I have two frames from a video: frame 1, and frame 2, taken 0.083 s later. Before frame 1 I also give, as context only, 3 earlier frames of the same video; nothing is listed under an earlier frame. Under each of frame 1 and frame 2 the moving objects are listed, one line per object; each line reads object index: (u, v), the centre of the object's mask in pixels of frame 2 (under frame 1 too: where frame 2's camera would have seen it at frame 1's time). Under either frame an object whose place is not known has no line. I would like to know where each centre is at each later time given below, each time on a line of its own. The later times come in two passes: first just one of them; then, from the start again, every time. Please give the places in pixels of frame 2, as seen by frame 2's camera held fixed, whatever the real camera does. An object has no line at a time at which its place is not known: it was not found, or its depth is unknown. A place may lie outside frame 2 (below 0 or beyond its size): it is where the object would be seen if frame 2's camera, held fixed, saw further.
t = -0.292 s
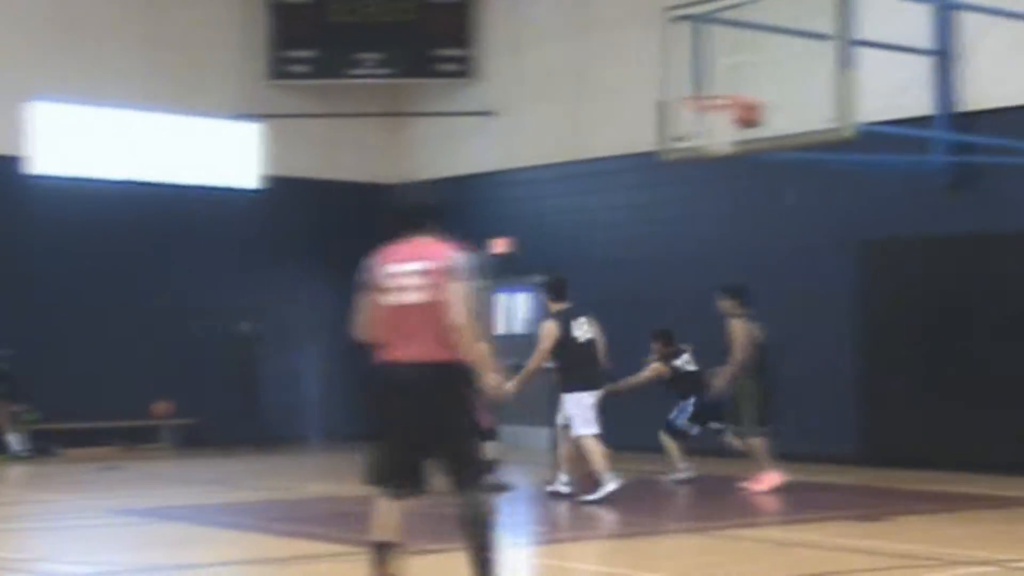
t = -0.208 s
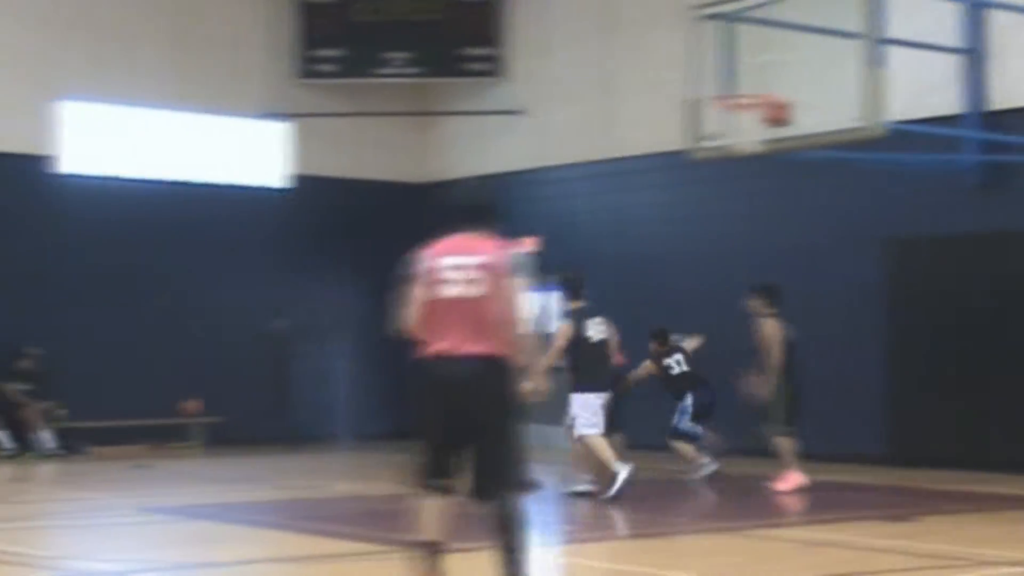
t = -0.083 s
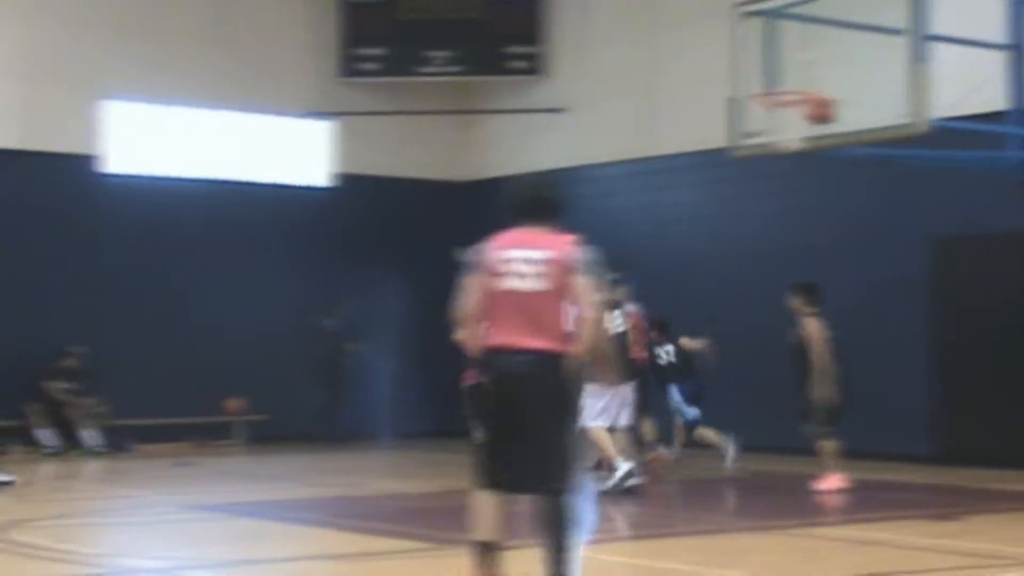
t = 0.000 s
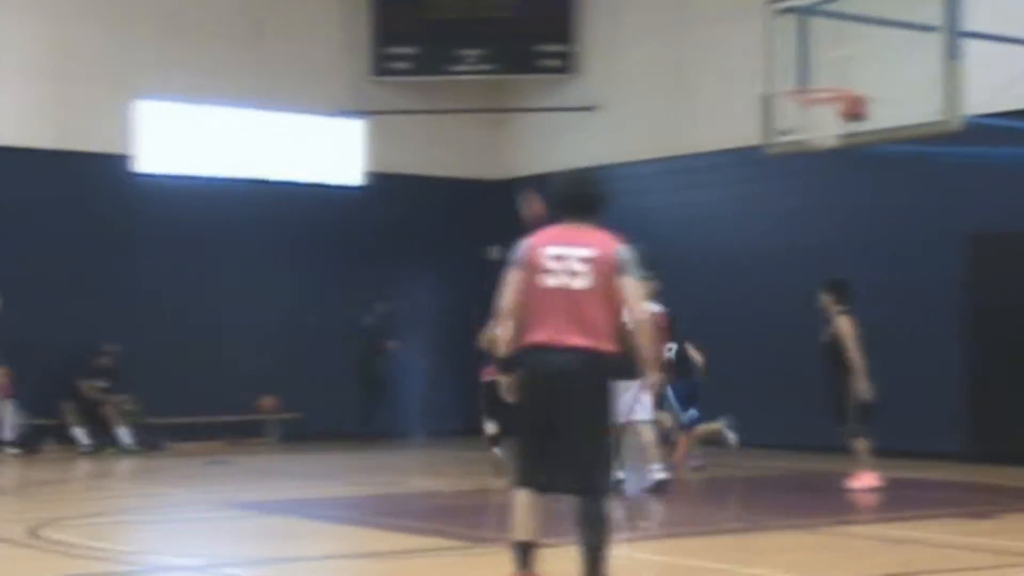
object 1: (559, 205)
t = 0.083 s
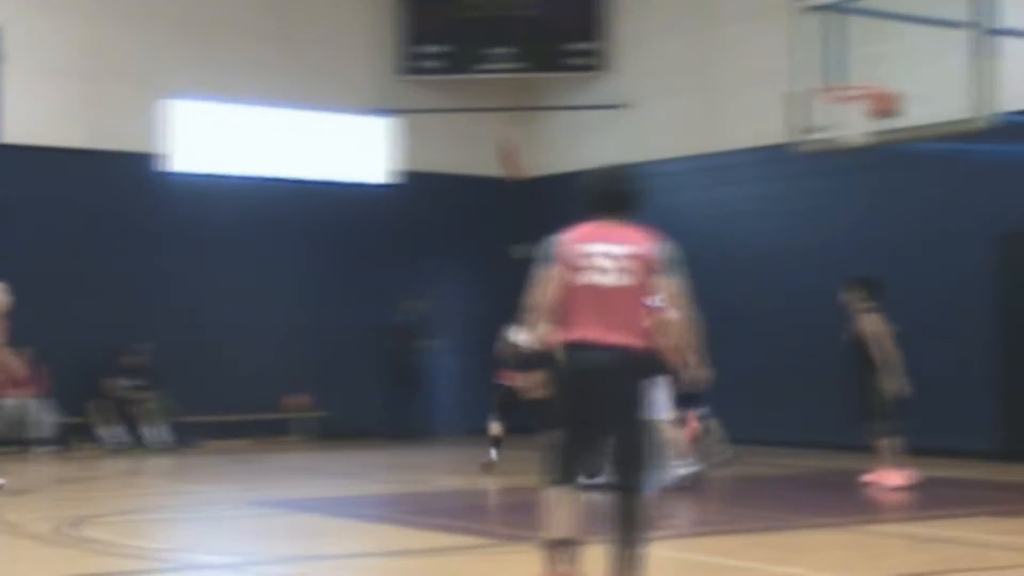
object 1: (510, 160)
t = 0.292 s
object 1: (375, 71)
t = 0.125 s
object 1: (483, 140)
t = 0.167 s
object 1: (457, 123)
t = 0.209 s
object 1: (431, 103)
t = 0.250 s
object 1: (407, 92)
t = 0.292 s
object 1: (375, 71)
